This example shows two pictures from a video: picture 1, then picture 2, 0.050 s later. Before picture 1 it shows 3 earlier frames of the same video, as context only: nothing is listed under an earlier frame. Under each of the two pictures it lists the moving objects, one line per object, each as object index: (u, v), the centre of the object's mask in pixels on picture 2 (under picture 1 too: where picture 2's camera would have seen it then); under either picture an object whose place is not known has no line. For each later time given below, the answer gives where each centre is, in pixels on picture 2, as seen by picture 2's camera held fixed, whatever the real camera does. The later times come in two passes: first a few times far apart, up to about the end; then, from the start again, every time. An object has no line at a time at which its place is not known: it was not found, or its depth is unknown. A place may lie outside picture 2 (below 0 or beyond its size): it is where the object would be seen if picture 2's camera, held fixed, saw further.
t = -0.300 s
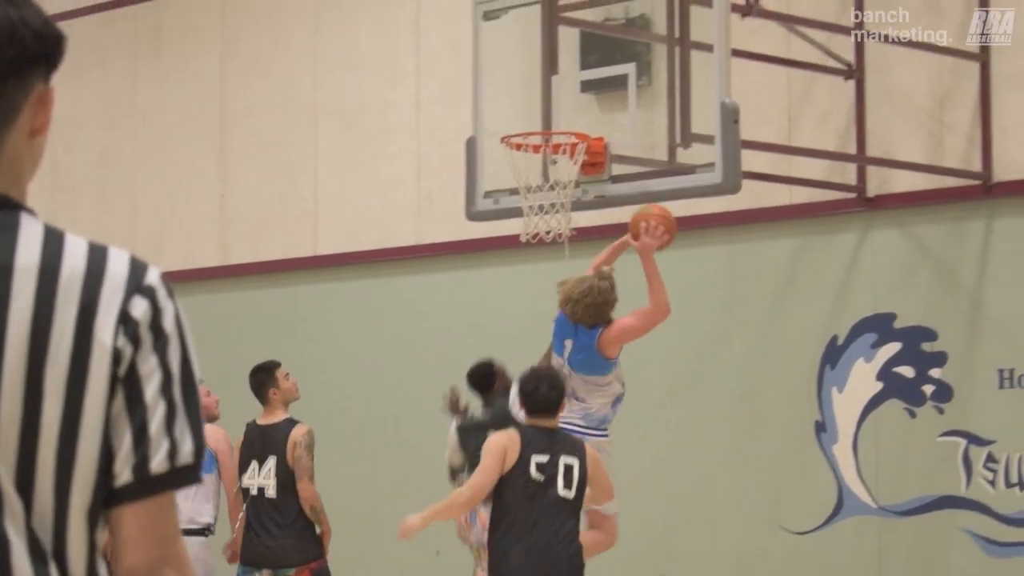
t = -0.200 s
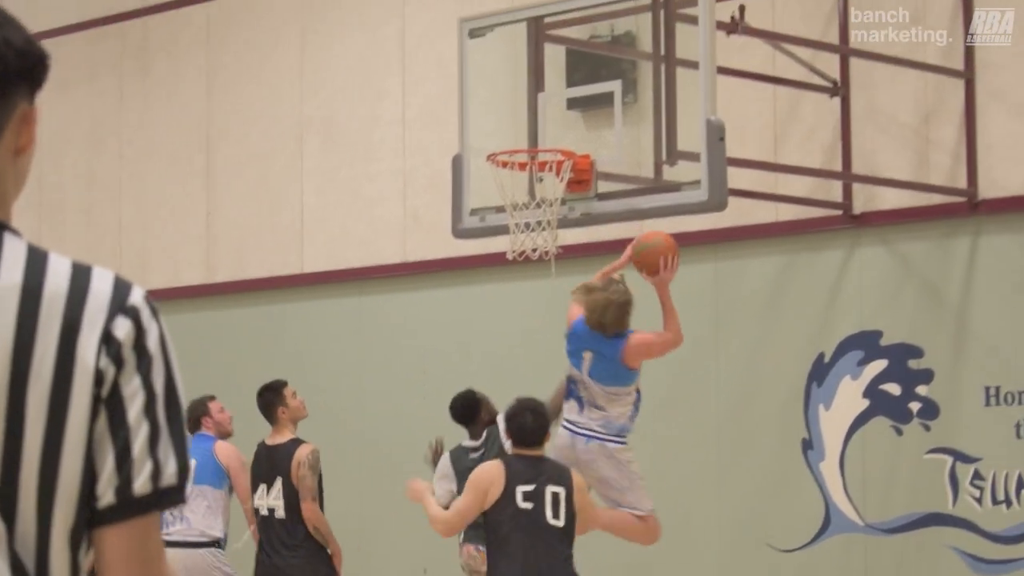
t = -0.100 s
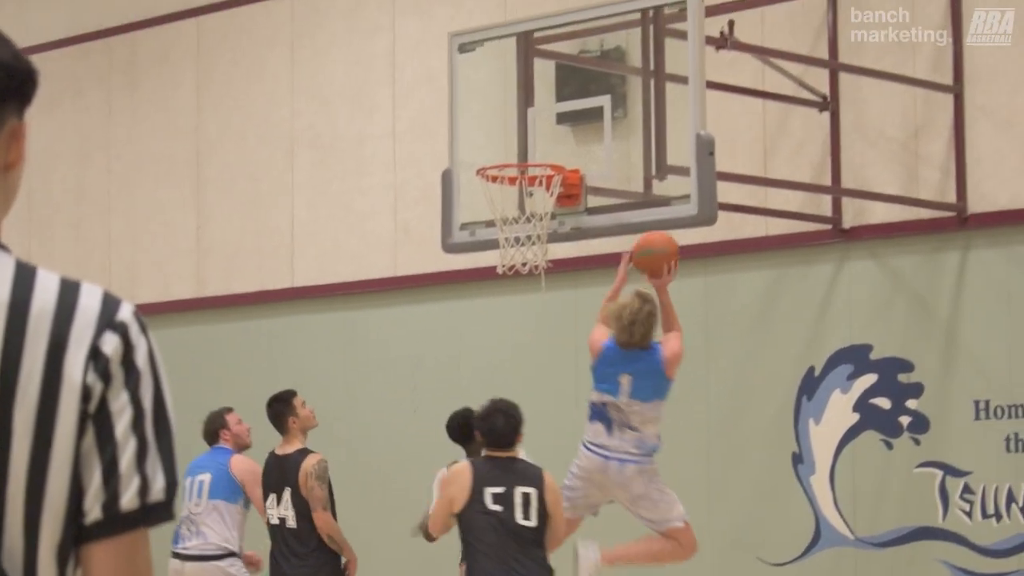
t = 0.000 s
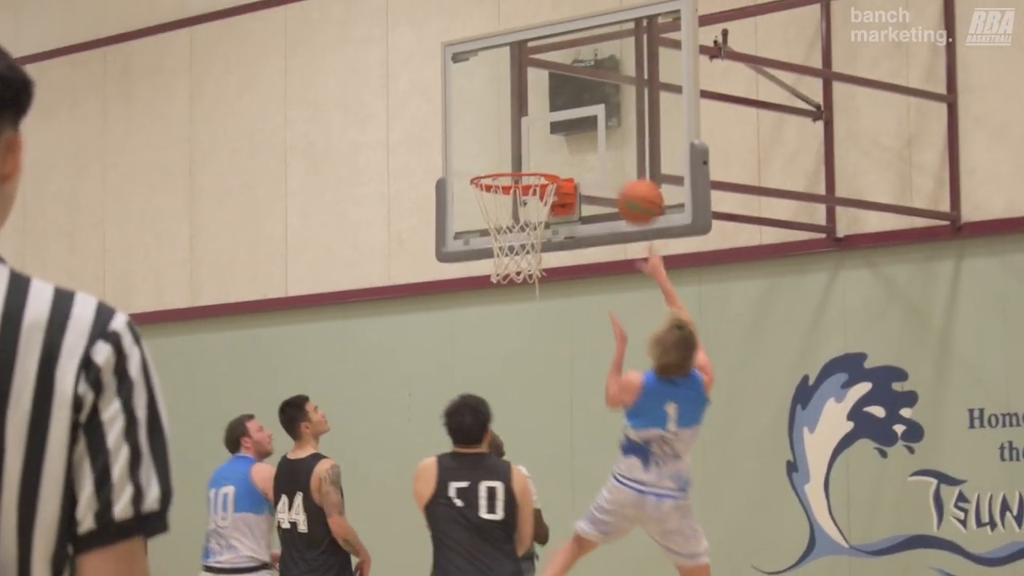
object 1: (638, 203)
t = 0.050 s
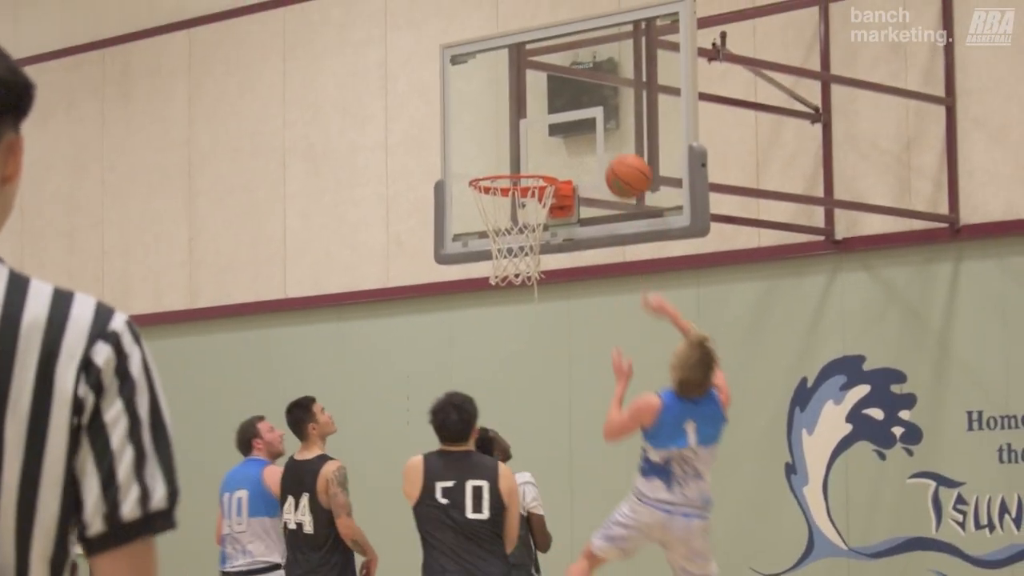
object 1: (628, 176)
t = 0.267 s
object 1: (584, 115)
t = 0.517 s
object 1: (517, 159)
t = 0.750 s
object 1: (481, 258)
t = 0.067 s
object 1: (625, 168)
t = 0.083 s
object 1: (621, 161)
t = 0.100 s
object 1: (618, 153)
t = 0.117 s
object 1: (615, 147)
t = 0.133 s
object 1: (611, 141)
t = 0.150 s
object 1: (609, 136)
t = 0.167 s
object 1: (605, 131)
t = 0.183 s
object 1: (602, 127)
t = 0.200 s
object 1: (599, 123)
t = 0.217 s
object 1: (596, 119)
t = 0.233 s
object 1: (593, 117)
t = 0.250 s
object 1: (588, 116)
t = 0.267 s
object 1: (584, 115)
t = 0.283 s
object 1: (579, 115)
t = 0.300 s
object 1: (575, 115)
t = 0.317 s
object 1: (571, 116)
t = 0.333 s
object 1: (566, 117)
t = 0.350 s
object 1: (561, 118)
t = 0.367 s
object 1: (557, 121)
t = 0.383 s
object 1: (552, 123)
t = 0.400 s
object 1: (548, 127)
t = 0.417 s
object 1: (543, 130)
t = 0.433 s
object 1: (539, 135)
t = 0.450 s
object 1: (534, 139)
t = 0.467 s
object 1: (530, 145)
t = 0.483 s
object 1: (526, 150)
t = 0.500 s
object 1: (522, 155)
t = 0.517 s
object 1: (517, 159)
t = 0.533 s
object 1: (512, 164)
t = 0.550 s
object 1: (507, 167)
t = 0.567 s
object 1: (502, 186)
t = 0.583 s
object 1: (499, 197)
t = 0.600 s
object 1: (495, 204)
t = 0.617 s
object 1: (489, 214)
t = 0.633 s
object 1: (487, 222)
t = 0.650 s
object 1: (485, 228)
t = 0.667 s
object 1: (483, 233)
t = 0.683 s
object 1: (482, 237)
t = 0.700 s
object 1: (481, 242)
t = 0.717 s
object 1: (481, 246)
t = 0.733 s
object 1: (481, 250)
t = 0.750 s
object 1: (481, 258)
